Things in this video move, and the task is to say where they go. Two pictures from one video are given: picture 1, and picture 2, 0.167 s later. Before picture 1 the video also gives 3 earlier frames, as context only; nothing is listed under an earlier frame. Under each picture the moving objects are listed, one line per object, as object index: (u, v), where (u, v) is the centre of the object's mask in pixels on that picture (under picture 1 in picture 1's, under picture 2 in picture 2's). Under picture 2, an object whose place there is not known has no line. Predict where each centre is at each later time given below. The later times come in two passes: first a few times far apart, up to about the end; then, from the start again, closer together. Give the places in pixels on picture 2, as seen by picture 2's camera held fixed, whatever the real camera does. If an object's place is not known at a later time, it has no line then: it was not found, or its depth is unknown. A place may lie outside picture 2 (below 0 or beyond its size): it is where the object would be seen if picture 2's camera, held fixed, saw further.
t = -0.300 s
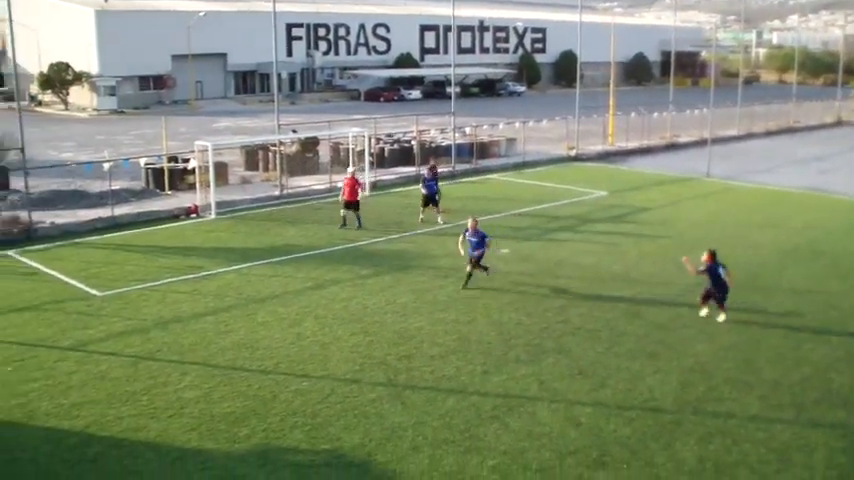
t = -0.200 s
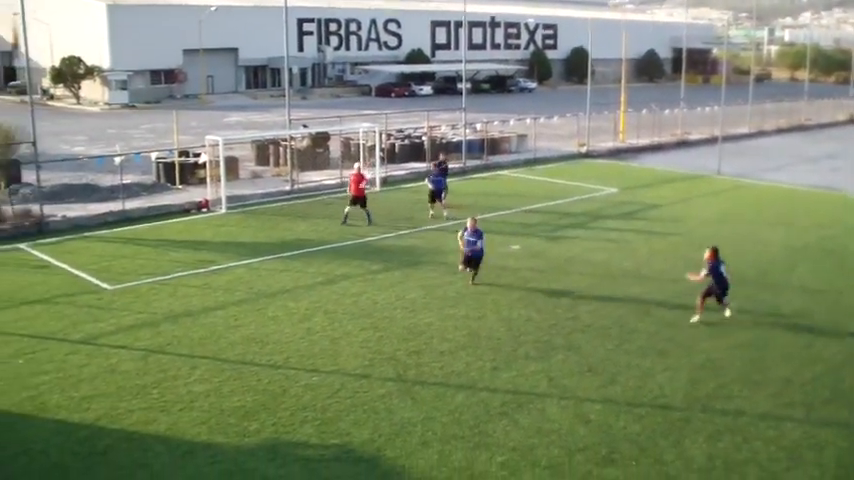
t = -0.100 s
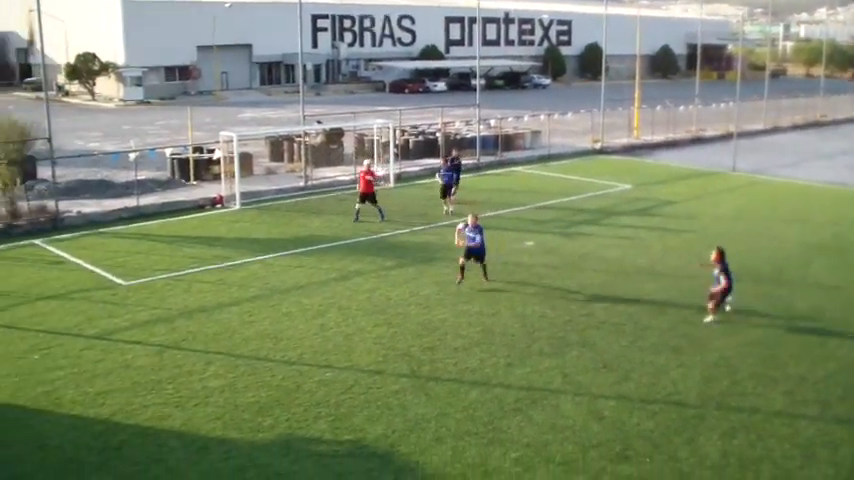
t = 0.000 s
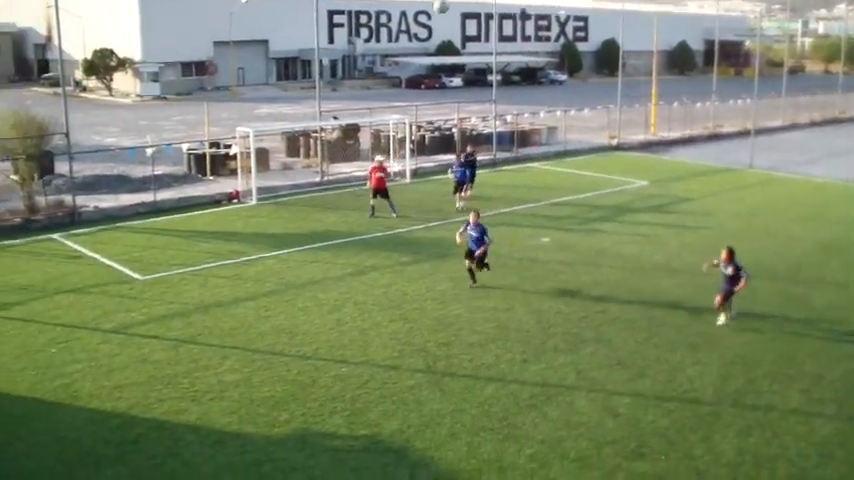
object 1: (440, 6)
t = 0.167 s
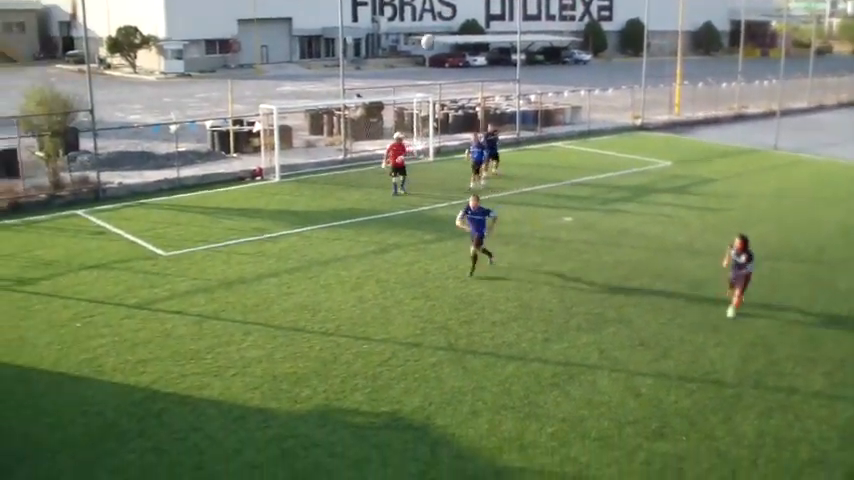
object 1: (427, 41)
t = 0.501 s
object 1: (333, 248)
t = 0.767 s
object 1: (242, 403)
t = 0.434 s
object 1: (355, 196)
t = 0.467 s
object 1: (344, 220)
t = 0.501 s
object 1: (333, 248)
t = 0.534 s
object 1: (321, 277)
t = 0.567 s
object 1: (311, 307)
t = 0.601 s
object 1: (298, 338)
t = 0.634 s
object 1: (286, 370)
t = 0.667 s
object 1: (275, 402)
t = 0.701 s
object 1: (262, 435)
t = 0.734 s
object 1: (252, 418)
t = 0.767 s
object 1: (242, 403)
